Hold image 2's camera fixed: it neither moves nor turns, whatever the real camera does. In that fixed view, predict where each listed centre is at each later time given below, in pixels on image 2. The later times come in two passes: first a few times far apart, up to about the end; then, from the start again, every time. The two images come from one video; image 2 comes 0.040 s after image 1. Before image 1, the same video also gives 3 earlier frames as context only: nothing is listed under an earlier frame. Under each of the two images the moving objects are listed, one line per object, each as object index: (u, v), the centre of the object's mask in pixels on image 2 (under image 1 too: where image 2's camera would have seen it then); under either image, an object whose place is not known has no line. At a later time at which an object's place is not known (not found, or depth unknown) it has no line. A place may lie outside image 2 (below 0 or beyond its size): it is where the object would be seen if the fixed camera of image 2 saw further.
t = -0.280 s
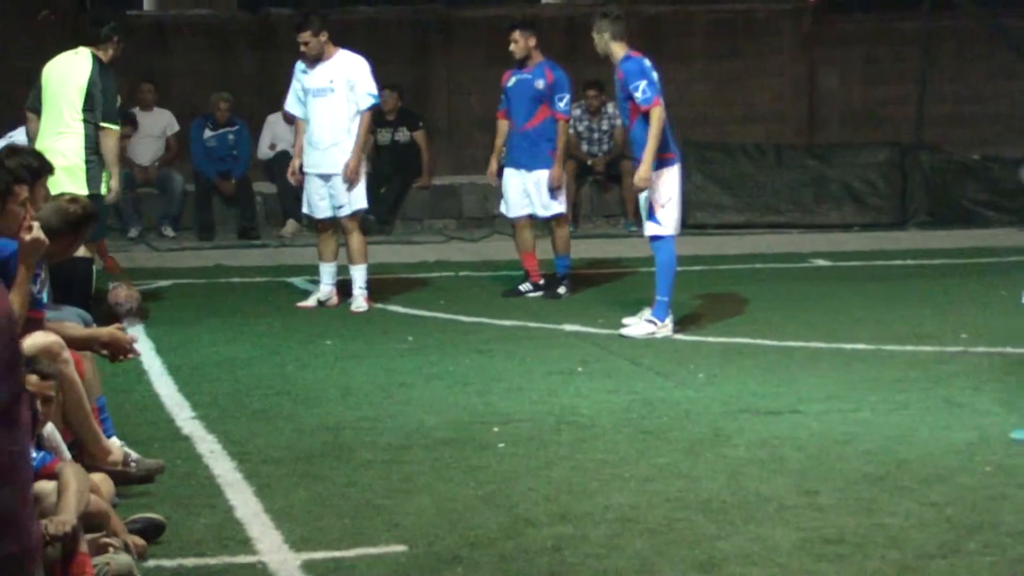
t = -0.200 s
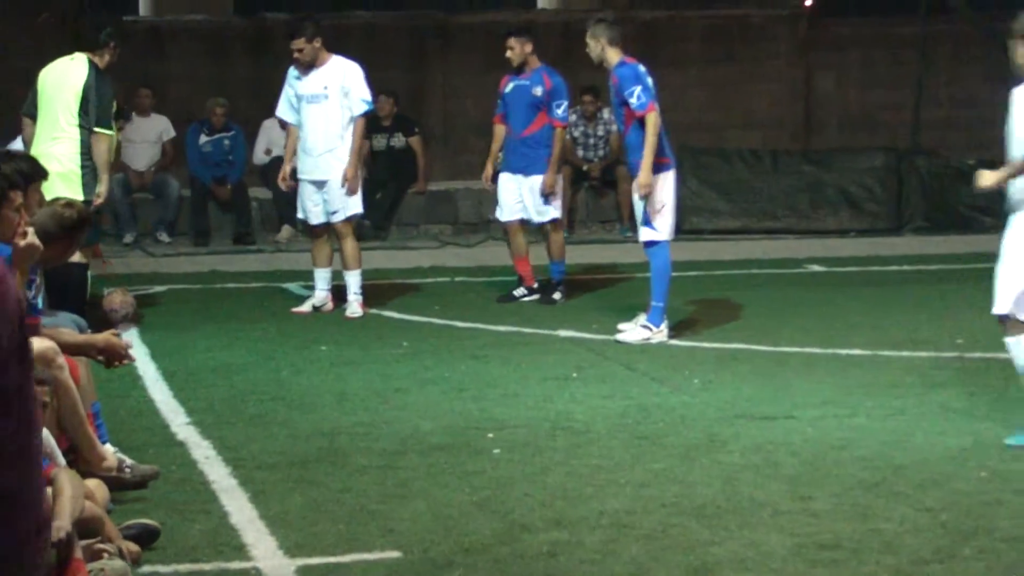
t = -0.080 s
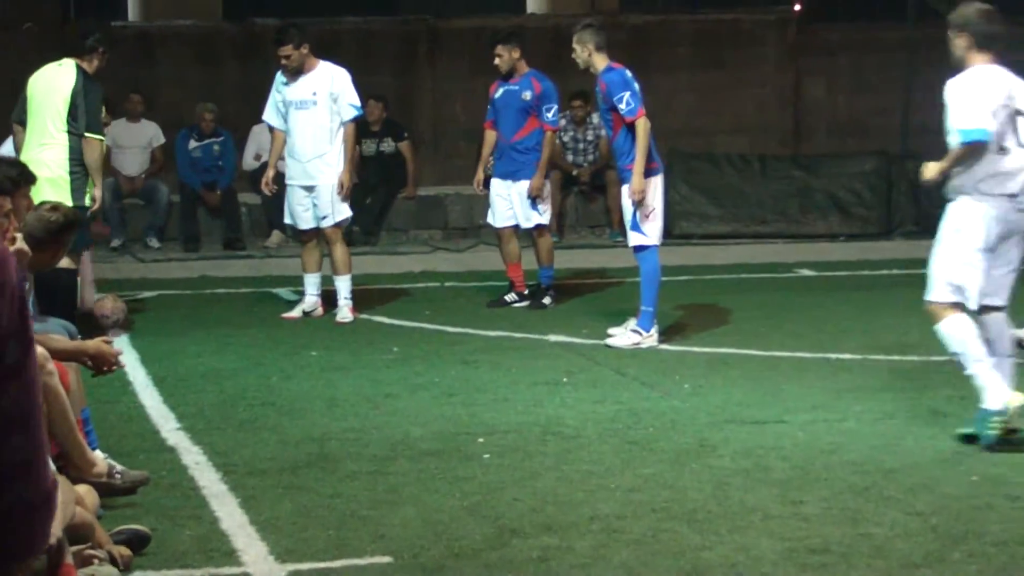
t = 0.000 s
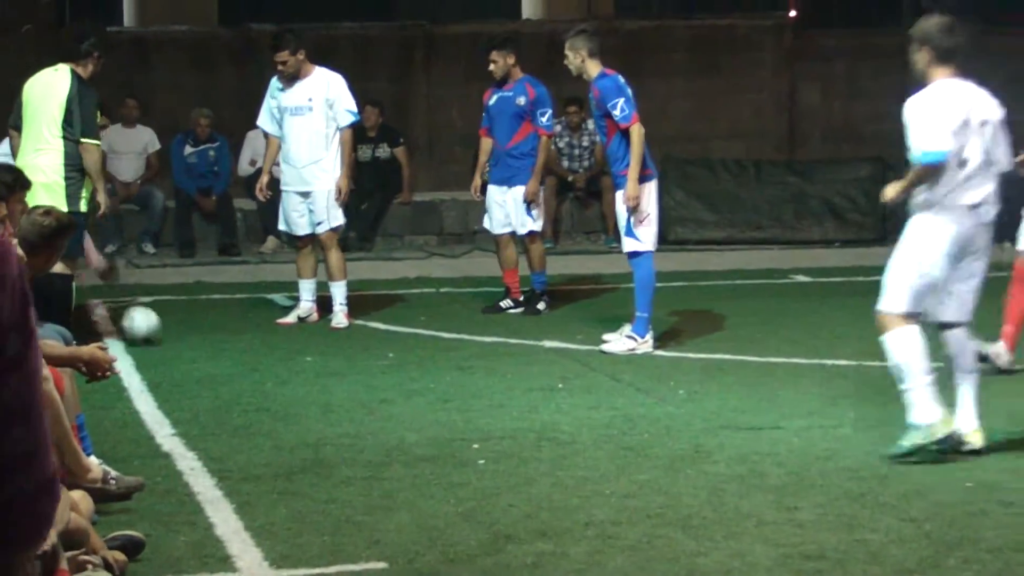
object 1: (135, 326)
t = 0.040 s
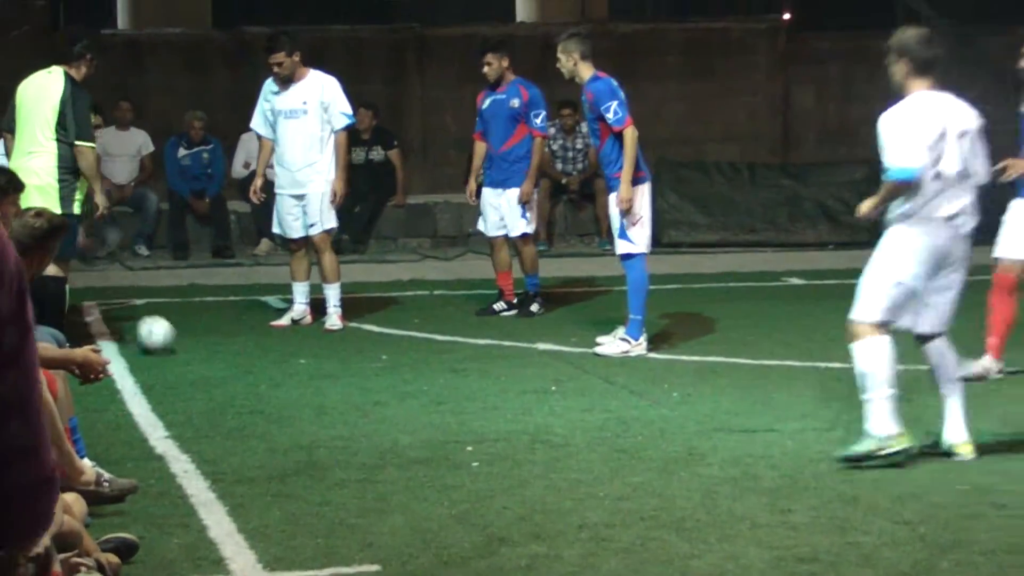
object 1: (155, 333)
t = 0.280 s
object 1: (276, 370)
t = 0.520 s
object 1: (399, 407)
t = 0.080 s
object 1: (175, 339)
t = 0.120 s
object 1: (195, 343)
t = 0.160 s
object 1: (215, 349)
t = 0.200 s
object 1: (236, 358)
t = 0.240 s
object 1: (256, 363)
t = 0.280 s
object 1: (276, 370)
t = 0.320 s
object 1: (297, 377)
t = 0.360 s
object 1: (317, 383)
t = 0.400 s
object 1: (338, 389)
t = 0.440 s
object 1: (358, 394)
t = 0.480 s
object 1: (379, 402)
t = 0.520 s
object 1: (399, 407)
